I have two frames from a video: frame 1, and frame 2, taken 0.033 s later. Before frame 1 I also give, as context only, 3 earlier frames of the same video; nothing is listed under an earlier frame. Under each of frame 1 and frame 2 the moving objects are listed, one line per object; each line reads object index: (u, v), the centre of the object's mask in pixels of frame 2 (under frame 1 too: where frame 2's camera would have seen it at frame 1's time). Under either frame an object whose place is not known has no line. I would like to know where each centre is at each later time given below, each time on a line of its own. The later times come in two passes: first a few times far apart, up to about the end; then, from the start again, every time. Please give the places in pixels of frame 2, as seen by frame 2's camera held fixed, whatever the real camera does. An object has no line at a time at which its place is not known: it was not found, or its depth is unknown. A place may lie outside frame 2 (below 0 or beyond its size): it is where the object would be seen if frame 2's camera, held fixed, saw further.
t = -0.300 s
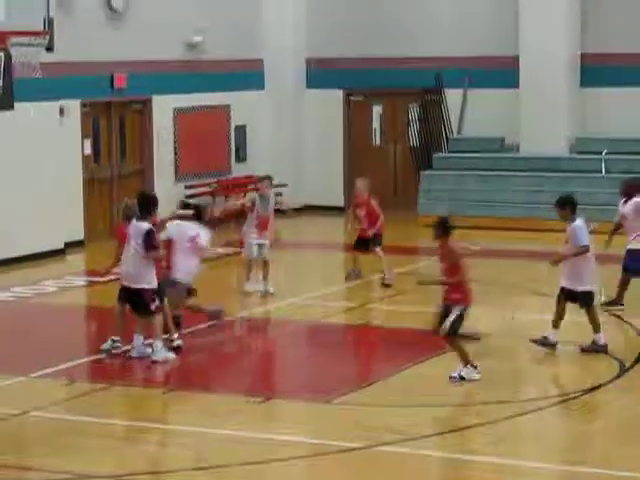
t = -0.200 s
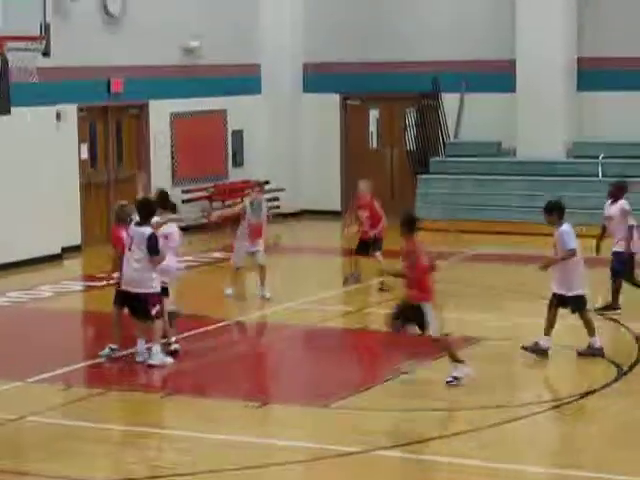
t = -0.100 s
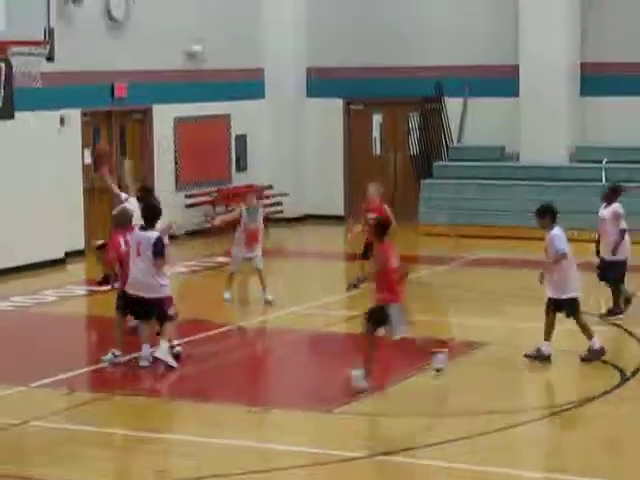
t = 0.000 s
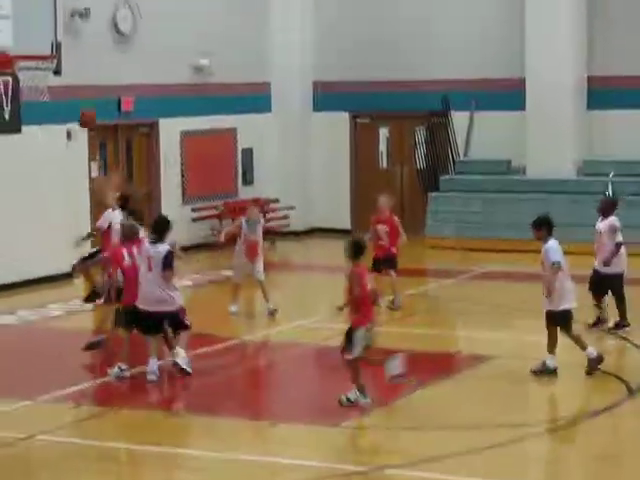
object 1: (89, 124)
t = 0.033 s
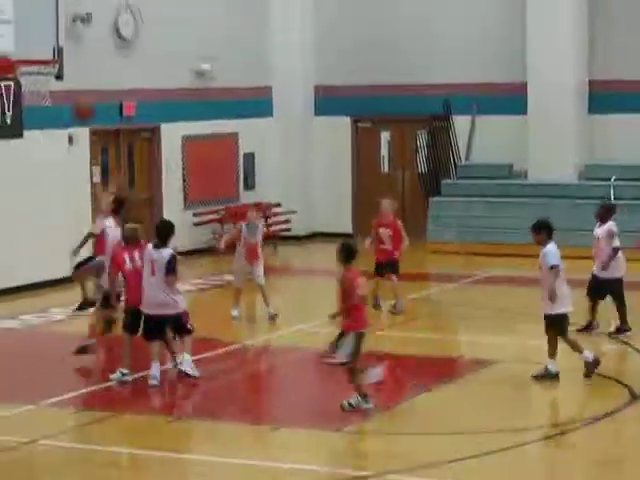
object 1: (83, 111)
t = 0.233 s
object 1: (43, 48)
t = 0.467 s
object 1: (51, 39)
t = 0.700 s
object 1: (61, 45)
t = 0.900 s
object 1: (75, 57)
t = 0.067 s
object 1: (77, 98)
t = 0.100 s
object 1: (70, 86)
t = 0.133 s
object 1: (64, 75)
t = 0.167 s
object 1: (64, 64)
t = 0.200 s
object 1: (50, 54)
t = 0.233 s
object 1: (43, 48)
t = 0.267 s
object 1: (41, 44)
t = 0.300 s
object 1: (43, 40)
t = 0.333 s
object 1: (44, 38)
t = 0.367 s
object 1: (45, 37)
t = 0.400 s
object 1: (48, 37)
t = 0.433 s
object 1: (48, 37)
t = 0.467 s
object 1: (51, 39)
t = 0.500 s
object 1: (53, 43)
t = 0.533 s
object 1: (56, 47)
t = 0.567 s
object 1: (58, 47)
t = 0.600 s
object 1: (58, 46)
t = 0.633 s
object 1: (59, 44)
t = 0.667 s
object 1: (60, 45)
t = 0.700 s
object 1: (61, 45)
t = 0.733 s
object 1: (62, 47)
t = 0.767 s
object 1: (63, 50)
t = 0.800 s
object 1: (65, 51)
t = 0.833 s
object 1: (68, 52)
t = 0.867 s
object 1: (70, 54)
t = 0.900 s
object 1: (75, 57)
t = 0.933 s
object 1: (78, 61)
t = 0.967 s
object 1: (81, 66)
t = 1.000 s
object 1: (83, 72)
